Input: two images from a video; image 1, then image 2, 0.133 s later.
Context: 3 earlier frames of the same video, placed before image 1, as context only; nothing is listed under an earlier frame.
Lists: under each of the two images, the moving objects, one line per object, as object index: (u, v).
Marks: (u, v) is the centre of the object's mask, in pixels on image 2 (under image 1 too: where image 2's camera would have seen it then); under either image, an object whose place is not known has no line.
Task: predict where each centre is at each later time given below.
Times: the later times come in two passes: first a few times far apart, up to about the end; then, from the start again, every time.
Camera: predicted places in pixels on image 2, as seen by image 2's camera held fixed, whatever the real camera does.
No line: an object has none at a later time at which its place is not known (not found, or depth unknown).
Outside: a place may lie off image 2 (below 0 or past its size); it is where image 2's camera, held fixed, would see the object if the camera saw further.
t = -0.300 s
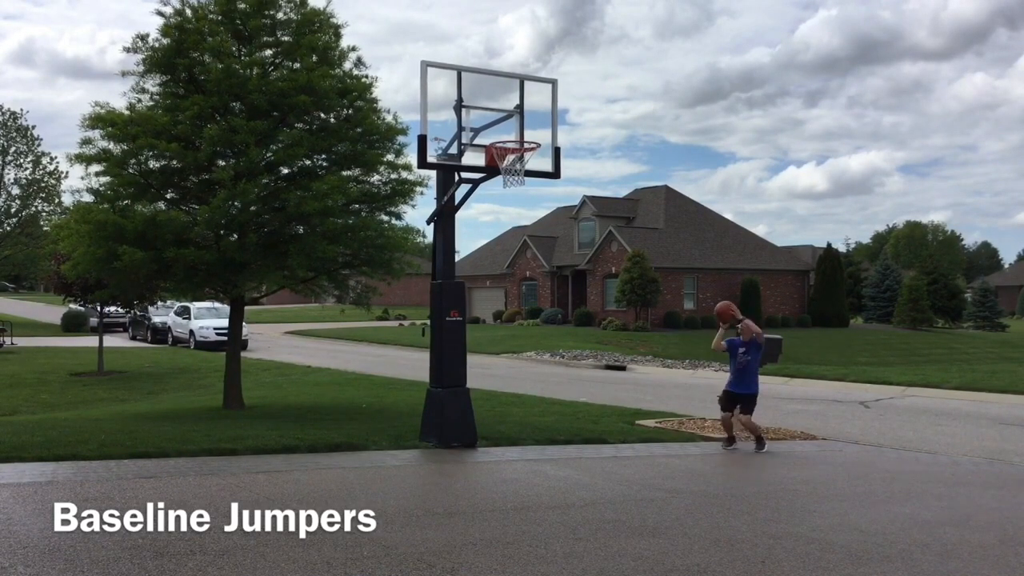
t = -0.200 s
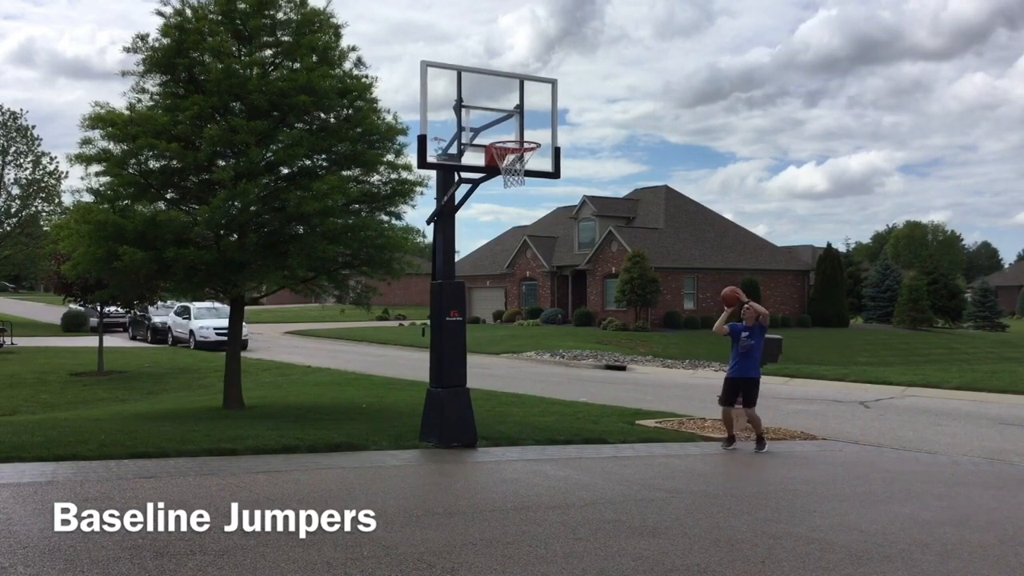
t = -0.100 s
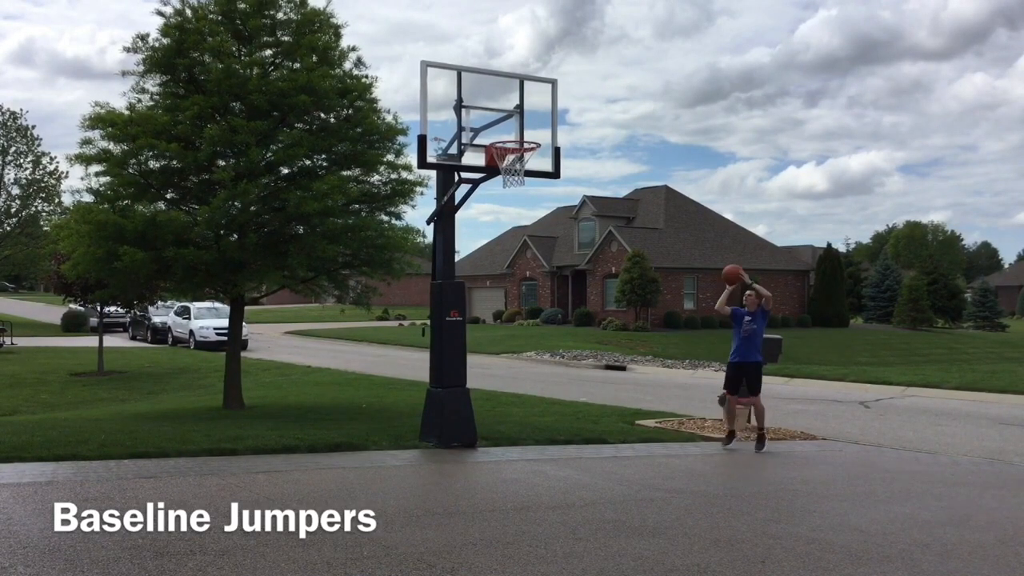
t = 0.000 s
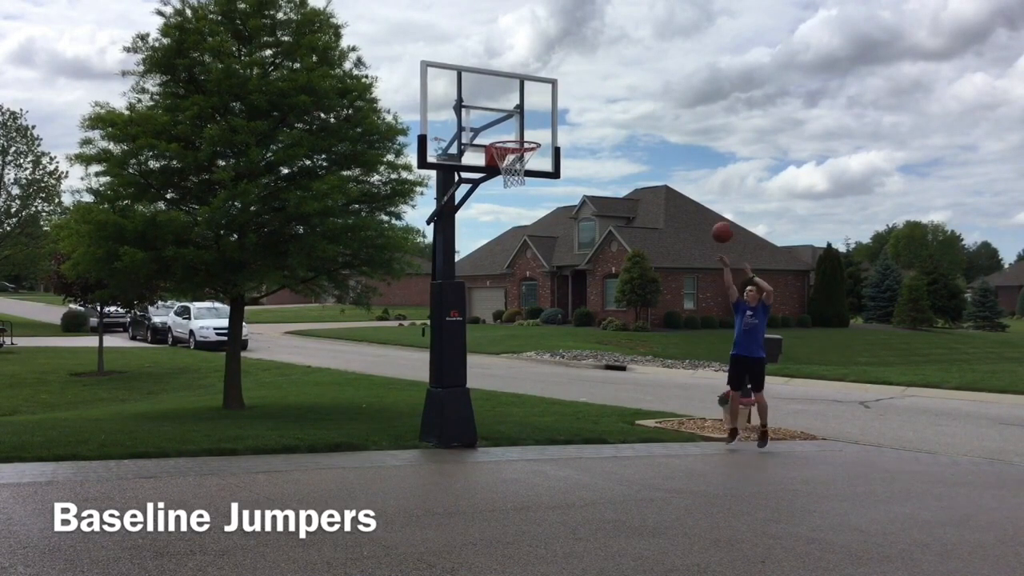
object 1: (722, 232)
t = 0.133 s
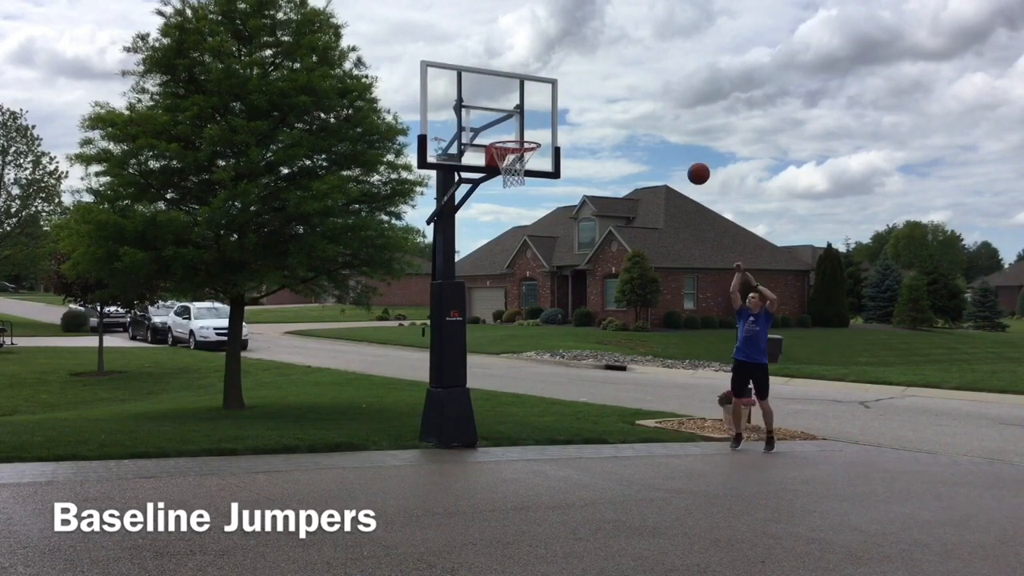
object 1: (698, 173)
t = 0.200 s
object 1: (686, 149)
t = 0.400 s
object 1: (647, 96)
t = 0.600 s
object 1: (605, 79)
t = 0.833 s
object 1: (552, 108)
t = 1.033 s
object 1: (505, 157)
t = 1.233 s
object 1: (499, 166)
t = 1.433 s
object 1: (520, 196)
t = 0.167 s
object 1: (692, 161)
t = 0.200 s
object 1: (686, 149)
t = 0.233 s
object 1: (679, 138)
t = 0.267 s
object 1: (673, 128)
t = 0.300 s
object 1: (666, 119)
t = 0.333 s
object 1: (660, 110)
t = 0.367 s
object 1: (653, 103)
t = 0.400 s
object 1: (647, 96)
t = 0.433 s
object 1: (640, 91)
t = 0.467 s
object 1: (633, 87)
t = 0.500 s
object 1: (626, 83)
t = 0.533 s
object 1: (619, 81)
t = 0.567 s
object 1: (612, 79)
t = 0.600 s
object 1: (605, 79)
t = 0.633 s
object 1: (598, 80)
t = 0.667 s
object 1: (591, 82)
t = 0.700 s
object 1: (583, 85)
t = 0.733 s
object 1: (576, 89)
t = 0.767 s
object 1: (568, 94)
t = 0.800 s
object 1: (560, 101)
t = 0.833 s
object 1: (552, 108)
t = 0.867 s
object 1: (544, 117)
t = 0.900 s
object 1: (537, 127)
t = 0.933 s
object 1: (529, 134)
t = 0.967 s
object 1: (520, 146)
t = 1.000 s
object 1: (511, 155)
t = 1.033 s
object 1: (505, 157)
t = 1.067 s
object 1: (500, 153)
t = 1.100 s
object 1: (500, 152)
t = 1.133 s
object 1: (499, 151)
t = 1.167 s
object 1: (499, 156)
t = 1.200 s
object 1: (498, 161)
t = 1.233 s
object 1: (499, 166)
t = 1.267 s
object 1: (501, 169)
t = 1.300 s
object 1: (505, 173)
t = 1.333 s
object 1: (510, 177)
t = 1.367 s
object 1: (513, 183)
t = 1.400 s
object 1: (516, 189)
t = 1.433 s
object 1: (520, 196)
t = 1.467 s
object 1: (523, 204)
